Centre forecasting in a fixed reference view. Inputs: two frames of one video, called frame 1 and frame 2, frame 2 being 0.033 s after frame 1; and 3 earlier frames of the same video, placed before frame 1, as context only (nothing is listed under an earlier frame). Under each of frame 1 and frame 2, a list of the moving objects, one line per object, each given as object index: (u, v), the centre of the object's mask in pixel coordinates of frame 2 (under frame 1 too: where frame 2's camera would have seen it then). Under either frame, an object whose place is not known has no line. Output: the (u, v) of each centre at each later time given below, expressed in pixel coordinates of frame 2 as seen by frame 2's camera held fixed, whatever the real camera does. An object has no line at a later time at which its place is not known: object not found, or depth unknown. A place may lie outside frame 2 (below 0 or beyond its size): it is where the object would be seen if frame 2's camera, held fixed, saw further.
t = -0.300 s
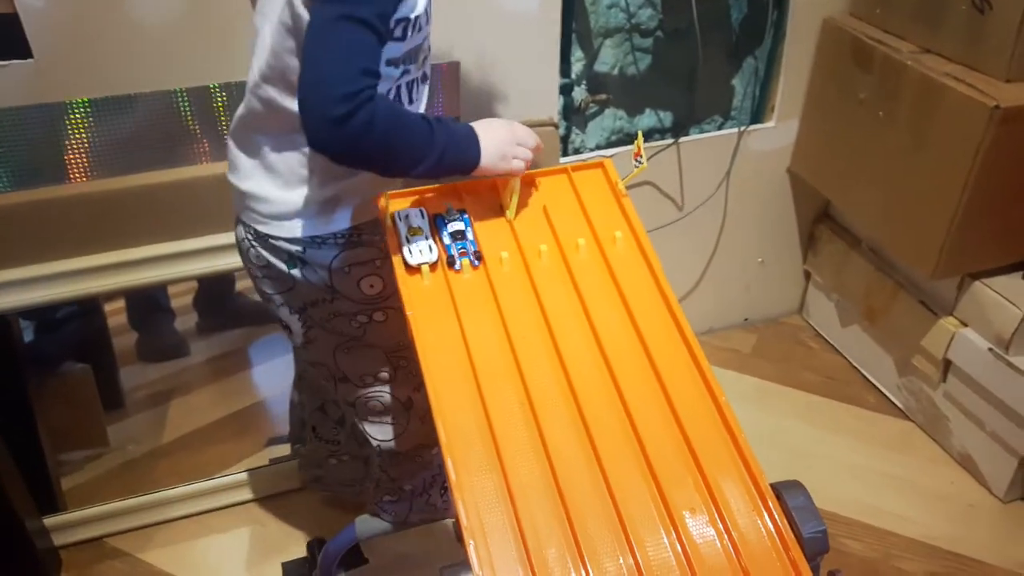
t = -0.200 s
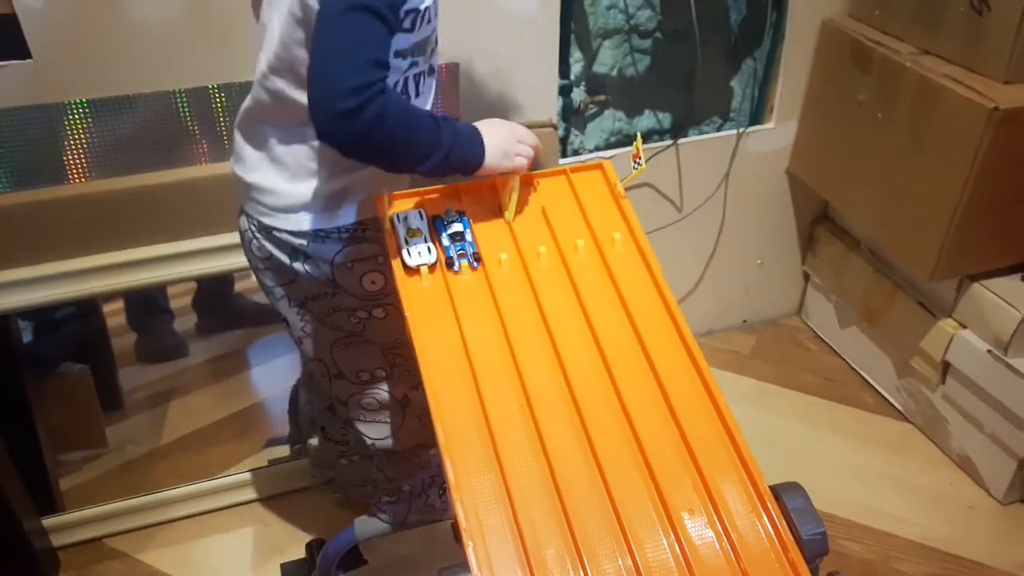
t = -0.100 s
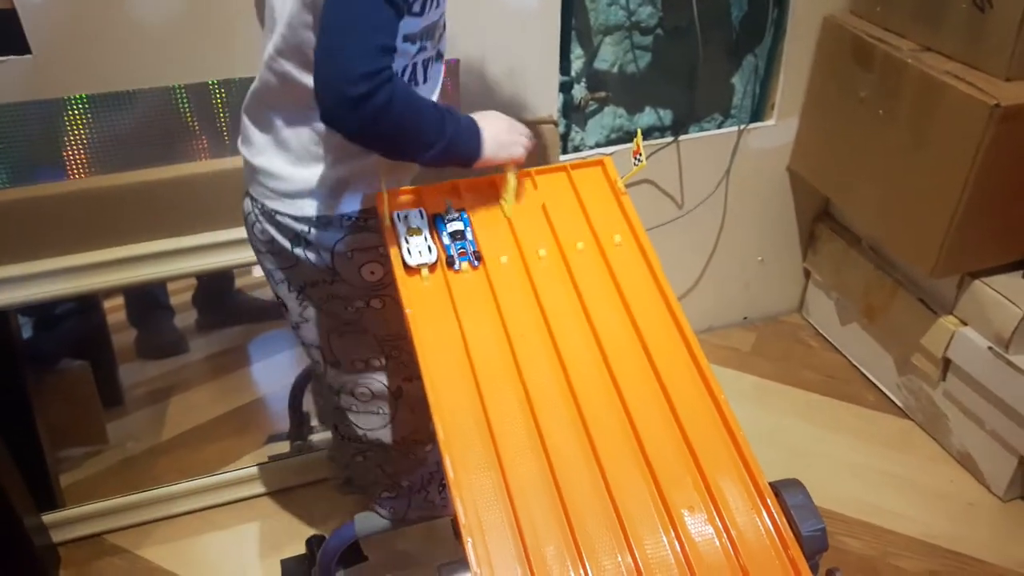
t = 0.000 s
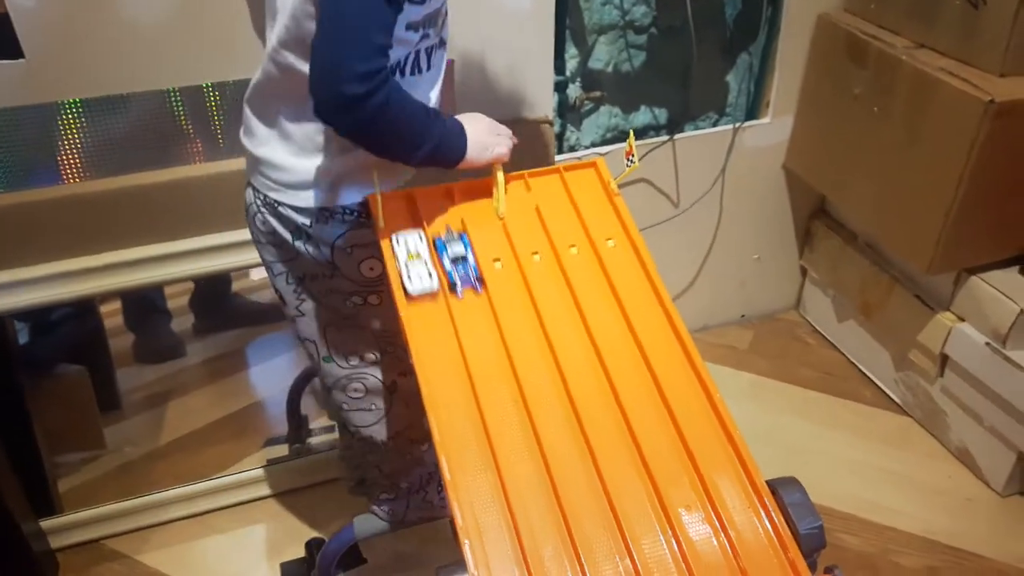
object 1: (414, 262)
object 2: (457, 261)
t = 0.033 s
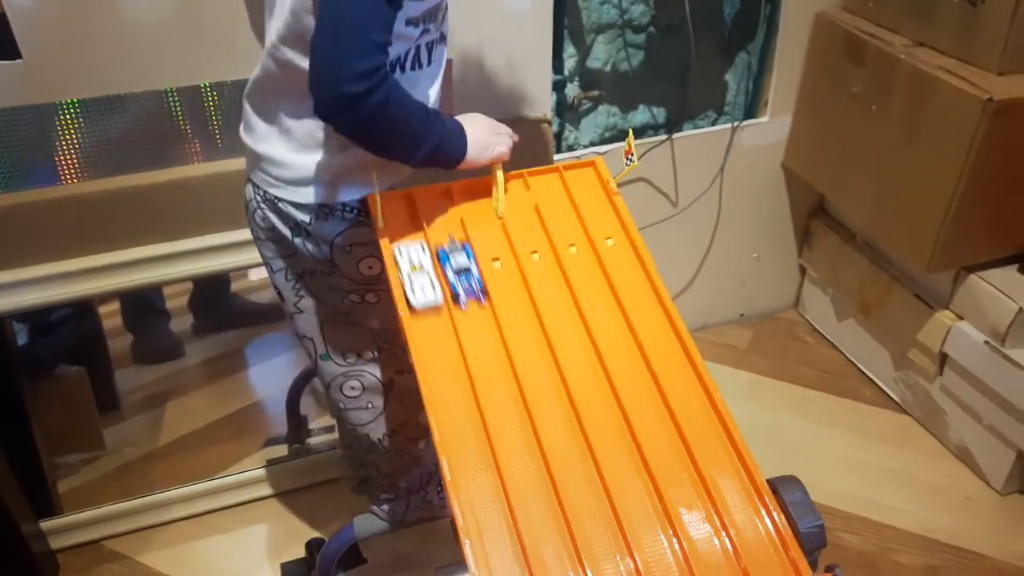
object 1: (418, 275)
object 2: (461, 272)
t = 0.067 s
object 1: (423, 291)
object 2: (467, 288)
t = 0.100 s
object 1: (429, 310)
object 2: (473, 305)
